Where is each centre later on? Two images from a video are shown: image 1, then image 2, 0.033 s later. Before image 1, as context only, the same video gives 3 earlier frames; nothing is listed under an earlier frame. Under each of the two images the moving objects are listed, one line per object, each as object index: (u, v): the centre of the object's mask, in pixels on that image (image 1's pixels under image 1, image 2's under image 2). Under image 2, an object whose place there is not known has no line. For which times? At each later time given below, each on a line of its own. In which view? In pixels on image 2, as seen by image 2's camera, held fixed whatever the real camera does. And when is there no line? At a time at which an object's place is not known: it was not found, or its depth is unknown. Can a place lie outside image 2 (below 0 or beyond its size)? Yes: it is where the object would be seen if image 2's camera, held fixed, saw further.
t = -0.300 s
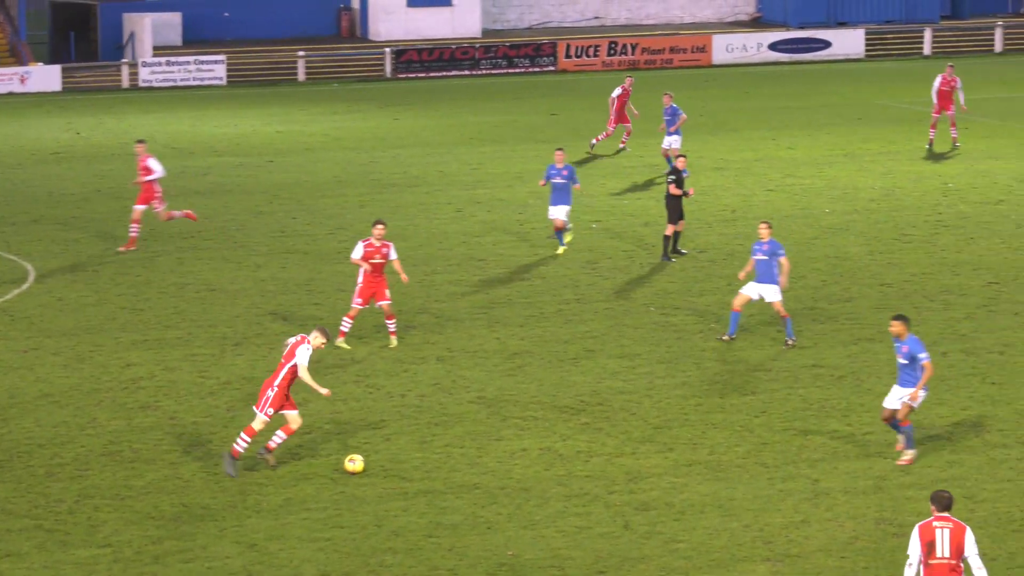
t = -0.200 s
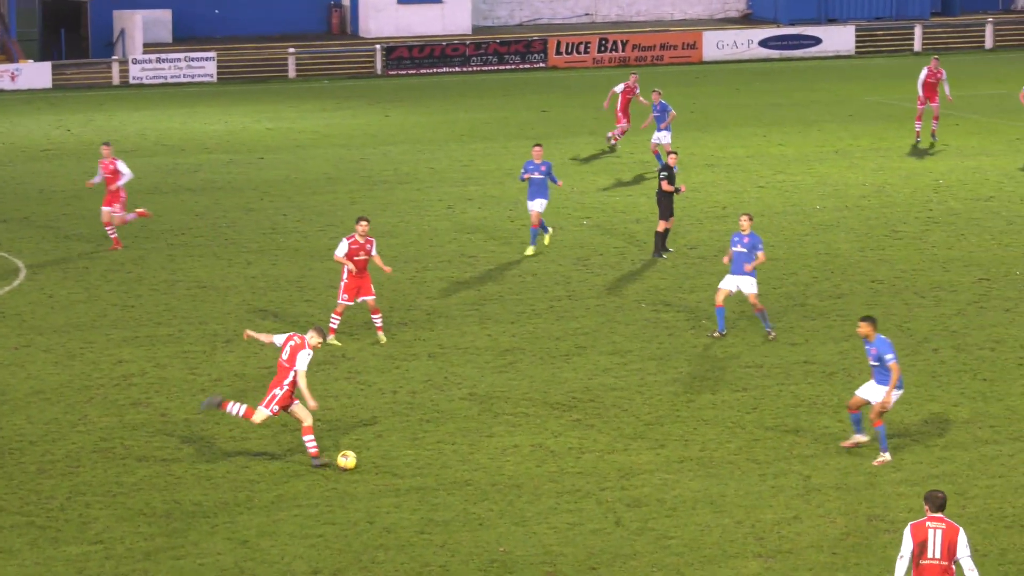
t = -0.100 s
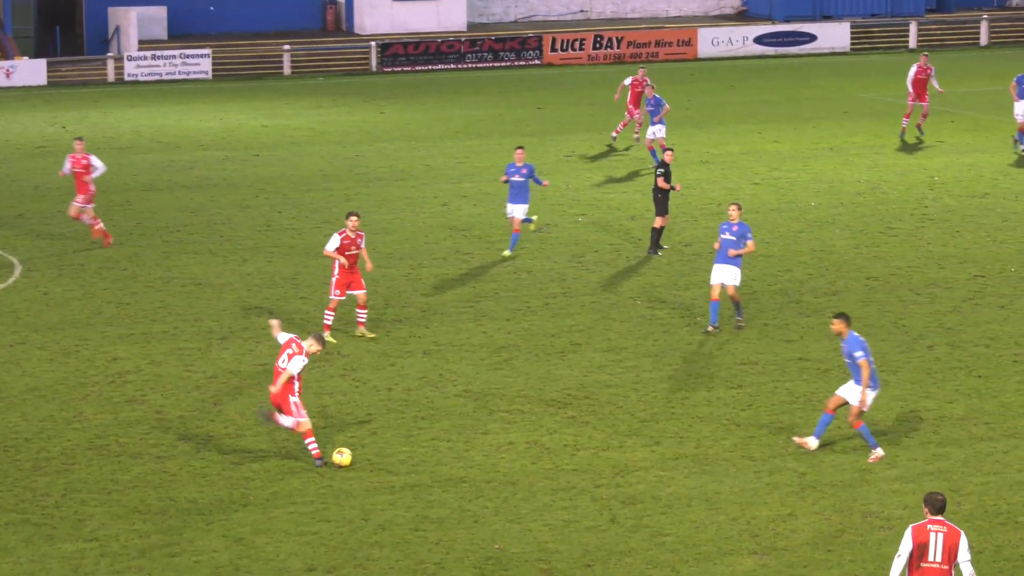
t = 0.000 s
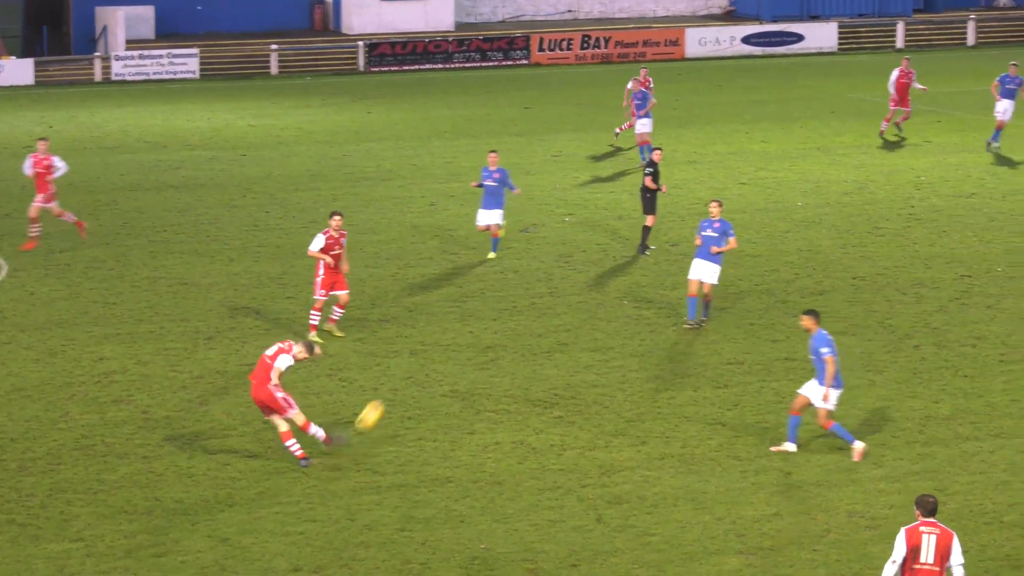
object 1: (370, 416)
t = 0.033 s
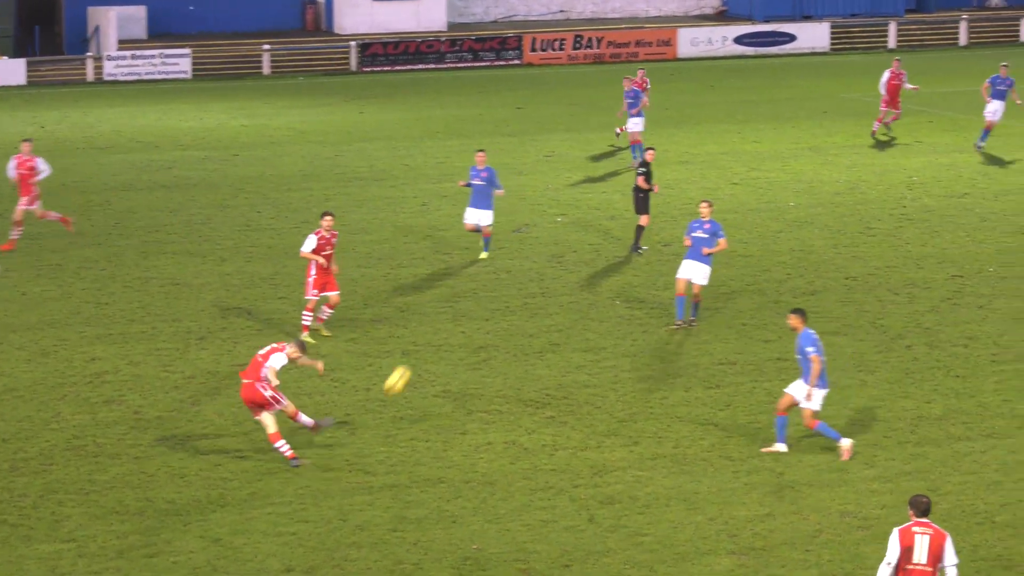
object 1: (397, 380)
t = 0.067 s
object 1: (430, 346)
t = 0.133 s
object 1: (487, 285)
